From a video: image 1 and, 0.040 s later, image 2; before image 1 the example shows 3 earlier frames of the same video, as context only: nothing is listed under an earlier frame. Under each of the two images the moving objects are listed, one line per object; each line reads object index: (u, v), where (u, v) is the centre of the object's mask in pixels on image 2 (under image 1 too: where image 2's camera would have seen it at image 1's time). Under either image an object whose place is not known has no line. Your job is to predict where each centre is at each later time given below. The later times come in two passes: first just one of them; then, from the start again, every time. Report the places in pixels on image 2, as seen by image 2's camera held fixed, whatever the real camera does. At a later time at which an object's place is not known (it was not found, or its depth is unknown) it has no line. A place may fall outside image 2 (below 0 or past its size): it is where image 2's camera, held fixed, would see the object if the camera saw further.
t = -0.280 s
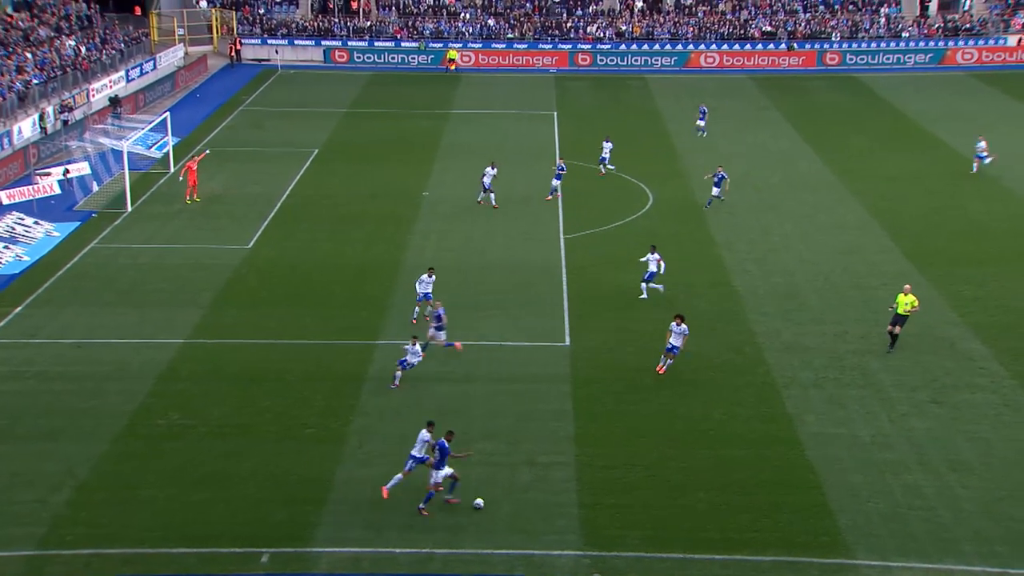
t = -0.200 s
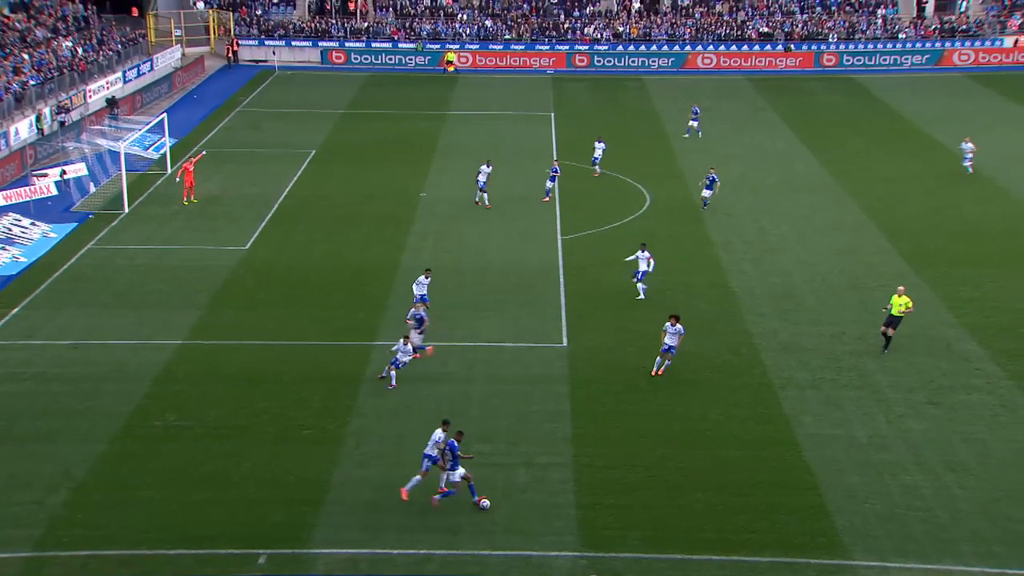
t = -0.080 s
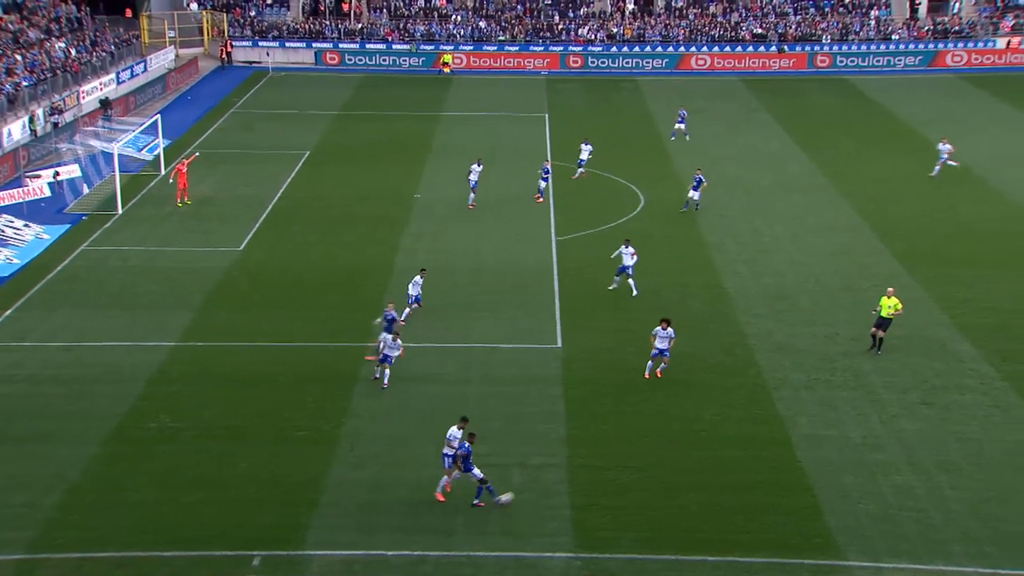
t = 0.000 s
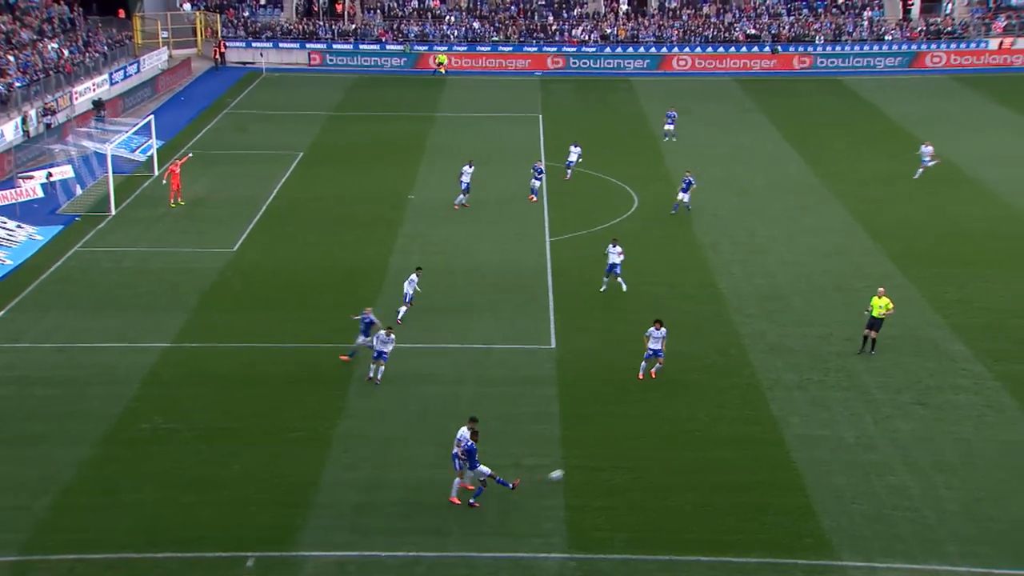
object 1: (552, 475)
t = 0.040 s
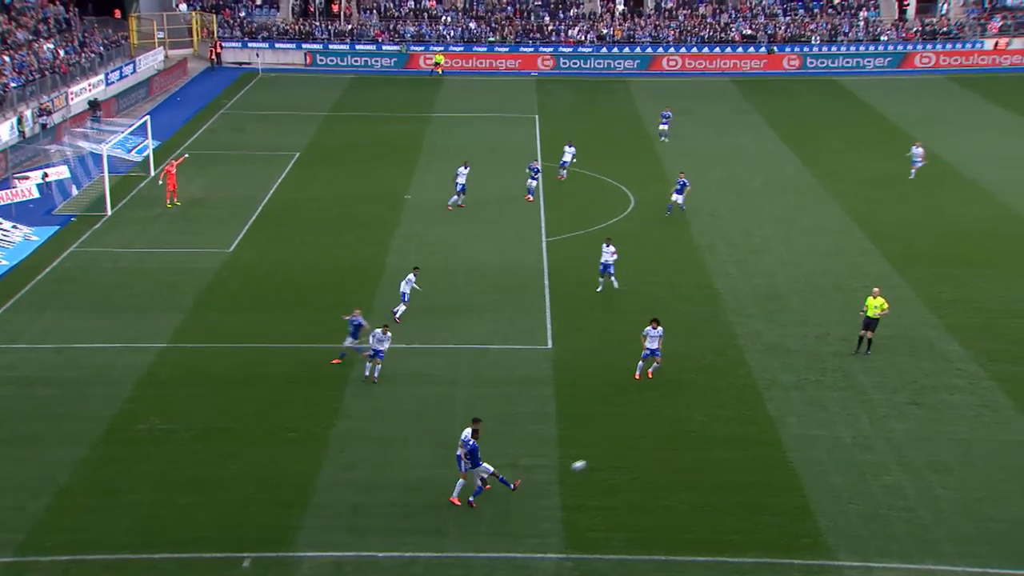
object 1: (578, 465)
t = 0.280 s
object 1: (706, 416)
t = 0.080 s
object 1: (603, 456)
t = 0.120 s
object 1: (627, 449)
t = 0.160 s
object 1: (649, 443)
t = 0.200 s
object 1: (668, 435)
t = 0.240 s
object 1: (687, 425)
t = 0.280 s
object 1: (706, 416)
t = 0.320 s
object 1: (722, 409)
